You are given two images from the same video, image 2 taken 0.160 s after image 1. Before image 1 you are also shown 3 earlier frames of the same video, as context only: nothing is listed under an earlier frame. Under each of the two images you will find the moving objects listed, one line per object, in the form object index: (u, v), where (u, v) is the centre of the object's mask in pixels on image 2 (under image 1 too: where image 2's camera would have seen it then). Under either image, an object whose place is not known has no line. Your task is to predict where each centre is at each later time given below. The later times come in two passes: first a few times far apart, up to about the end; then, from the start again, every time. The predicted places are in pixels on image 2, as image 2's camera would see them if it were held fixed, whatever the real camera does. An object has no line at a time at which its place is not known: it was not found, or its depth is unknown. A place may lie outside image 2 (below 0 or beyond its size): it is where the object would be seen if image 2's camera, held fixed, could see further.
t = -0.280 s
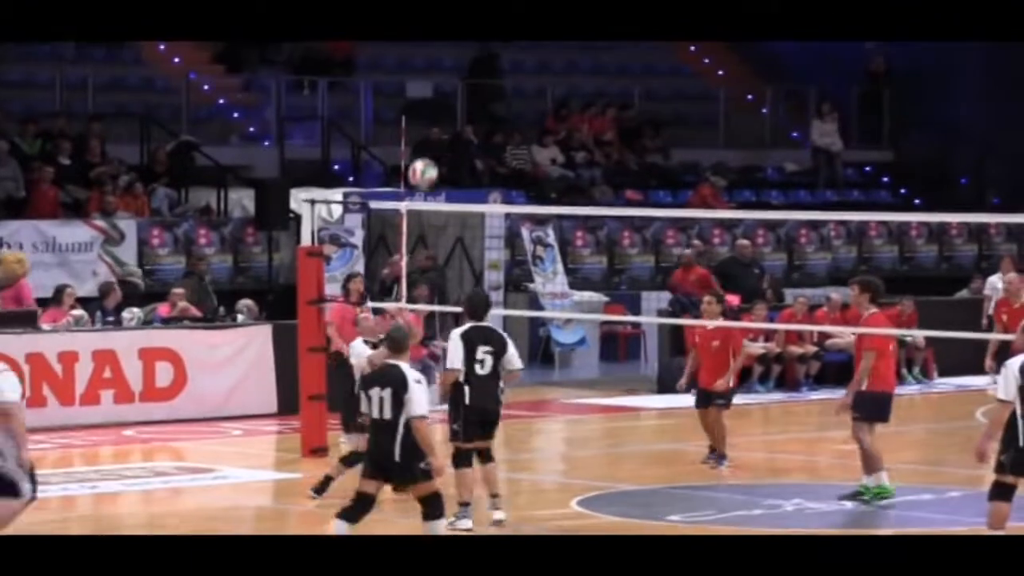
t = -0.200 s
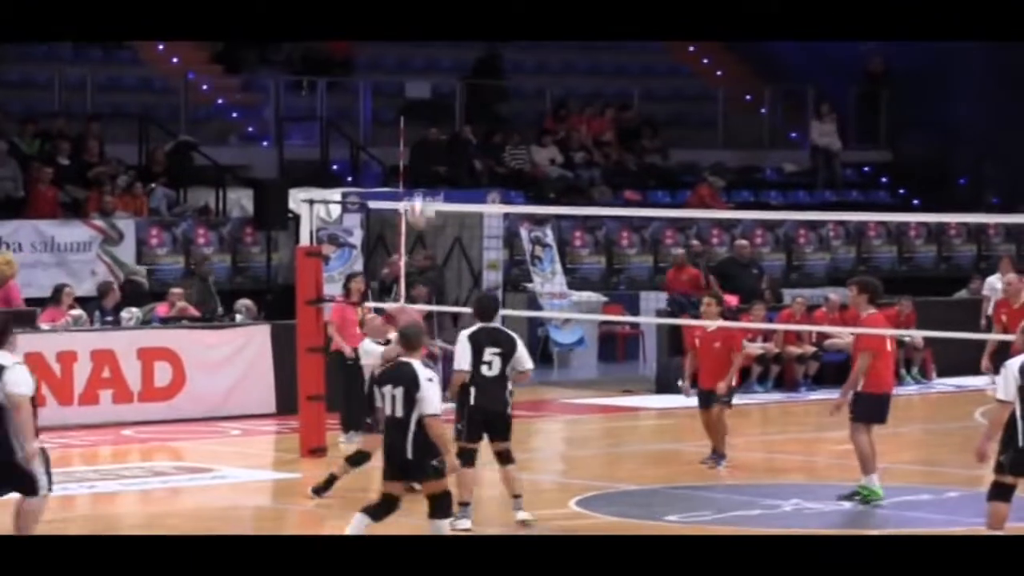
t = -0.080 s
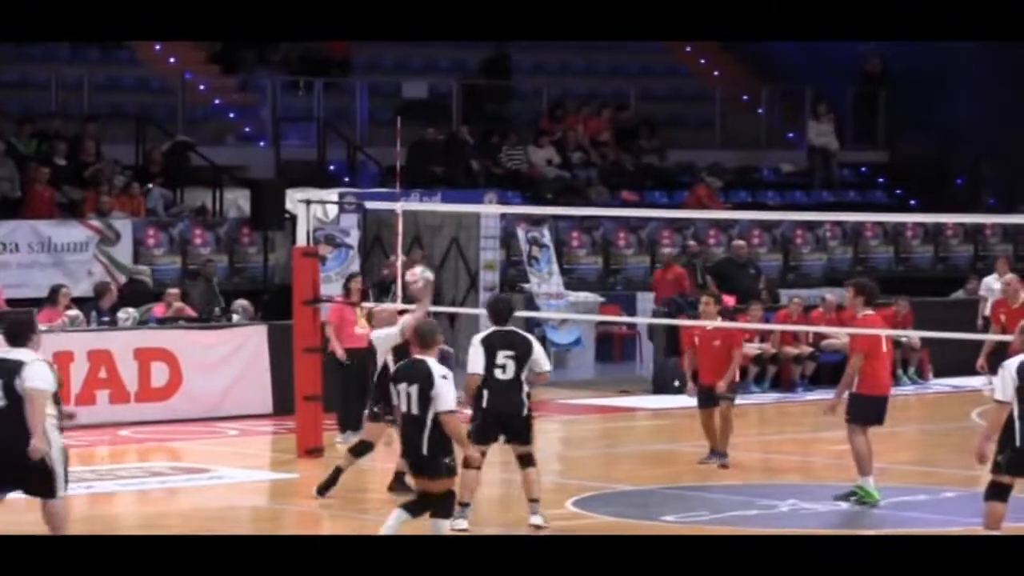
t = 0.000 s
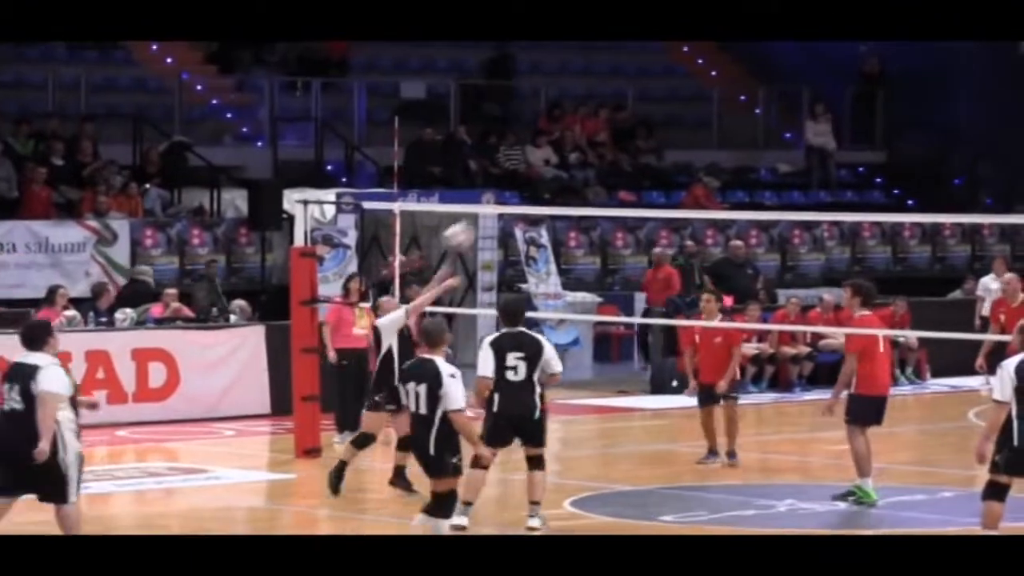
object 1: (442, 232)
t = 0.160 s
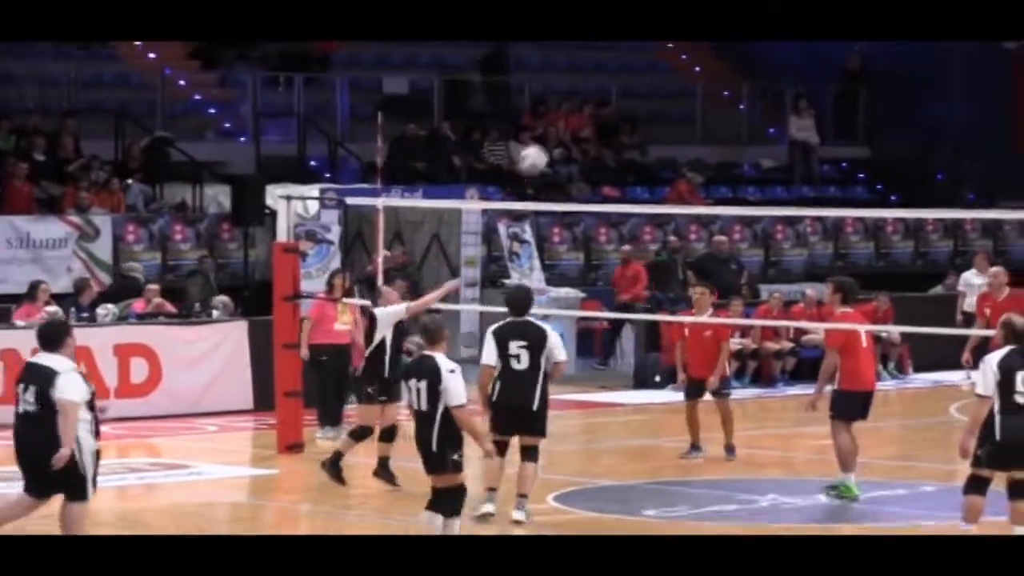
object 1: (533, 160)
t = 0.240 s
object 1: (577, 135)
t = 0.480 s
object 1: (704, 105)
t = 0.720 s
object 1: (826, 139)
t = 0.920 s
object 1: (927, 210)
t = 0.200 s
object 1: (555, 146)
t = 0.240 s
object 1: (577, 135)
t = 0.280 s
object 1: (598, 126)
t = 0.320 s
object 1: (620, 117)
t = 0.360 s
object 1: (642, 112)
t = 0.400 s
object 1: (662, 107)
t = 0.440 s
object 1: (683, 106)
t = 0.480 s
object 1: (704, 105)
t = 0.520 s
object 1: (724, 106)
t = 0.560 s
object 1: (744, 109)
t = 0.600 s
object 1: (765, 115)
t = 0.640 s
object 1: (787, 121)
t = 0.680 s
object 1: (806, 129)
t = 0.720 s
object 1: (826, 139)
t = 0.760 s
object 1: (846, 150)
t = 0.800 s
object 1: (868, 164)
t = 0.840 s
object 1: (888, 180)
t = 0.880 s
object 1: (906, 195)
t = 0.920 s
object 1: (927, 210)
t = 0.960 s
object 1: (945, 236)
